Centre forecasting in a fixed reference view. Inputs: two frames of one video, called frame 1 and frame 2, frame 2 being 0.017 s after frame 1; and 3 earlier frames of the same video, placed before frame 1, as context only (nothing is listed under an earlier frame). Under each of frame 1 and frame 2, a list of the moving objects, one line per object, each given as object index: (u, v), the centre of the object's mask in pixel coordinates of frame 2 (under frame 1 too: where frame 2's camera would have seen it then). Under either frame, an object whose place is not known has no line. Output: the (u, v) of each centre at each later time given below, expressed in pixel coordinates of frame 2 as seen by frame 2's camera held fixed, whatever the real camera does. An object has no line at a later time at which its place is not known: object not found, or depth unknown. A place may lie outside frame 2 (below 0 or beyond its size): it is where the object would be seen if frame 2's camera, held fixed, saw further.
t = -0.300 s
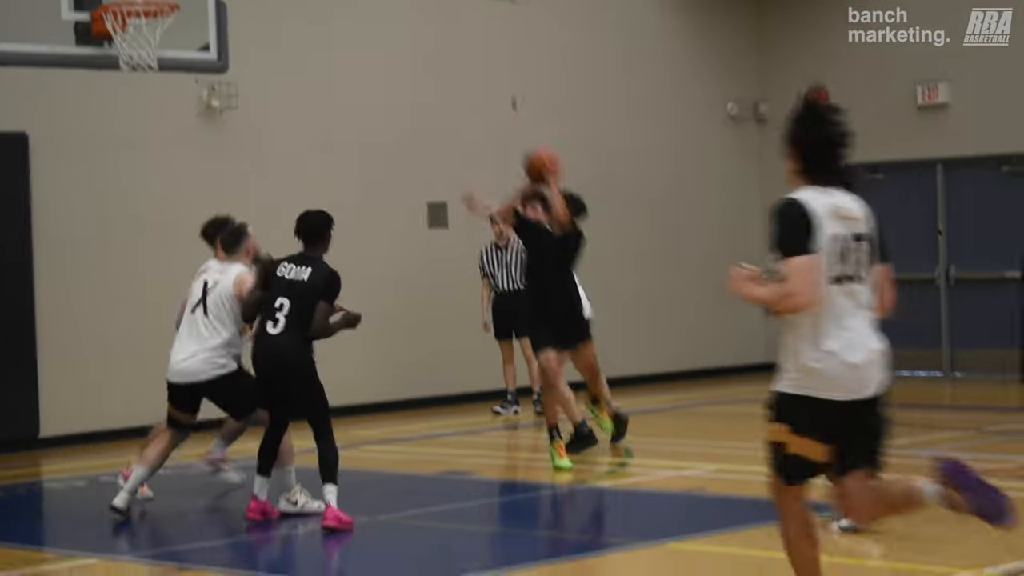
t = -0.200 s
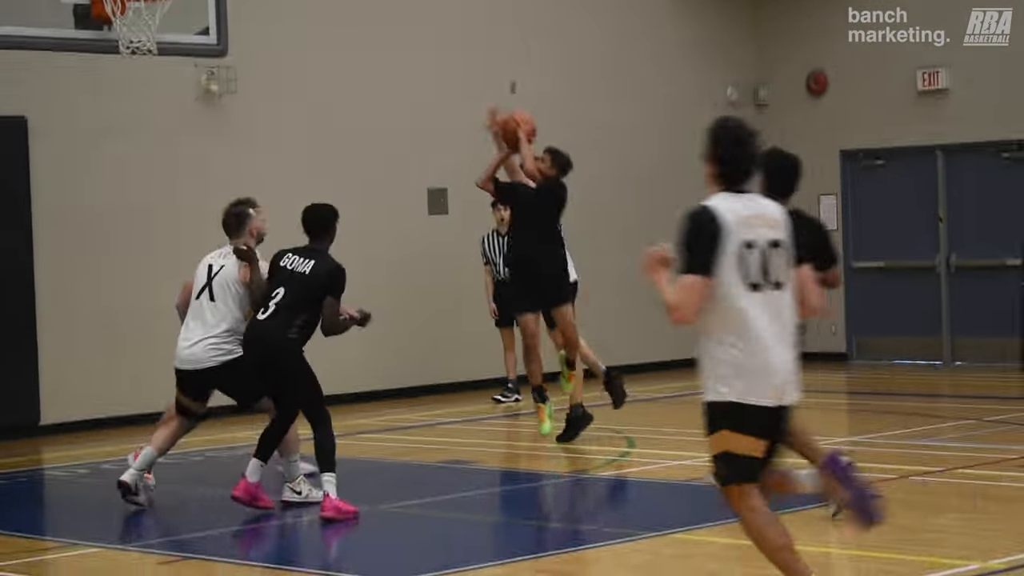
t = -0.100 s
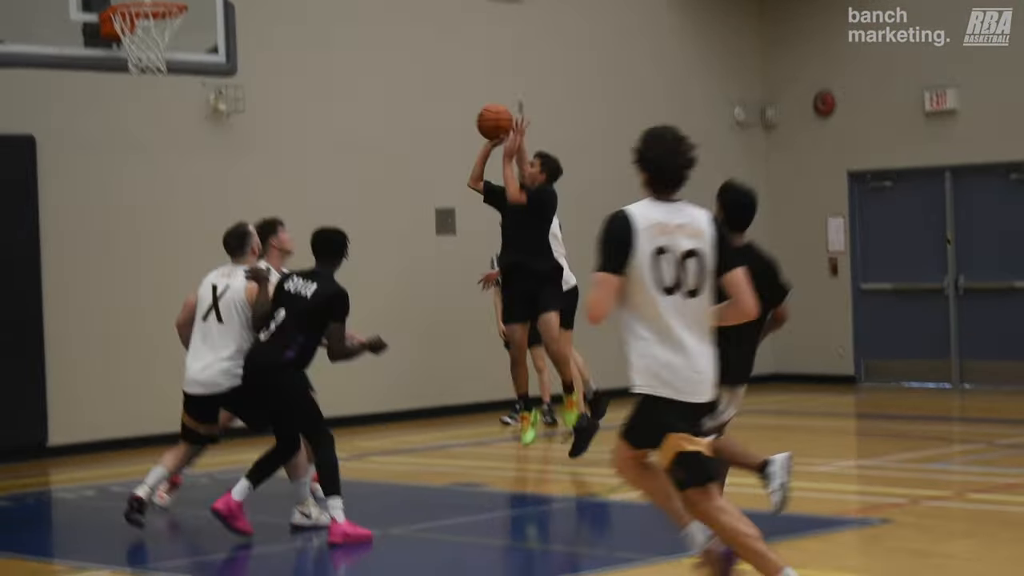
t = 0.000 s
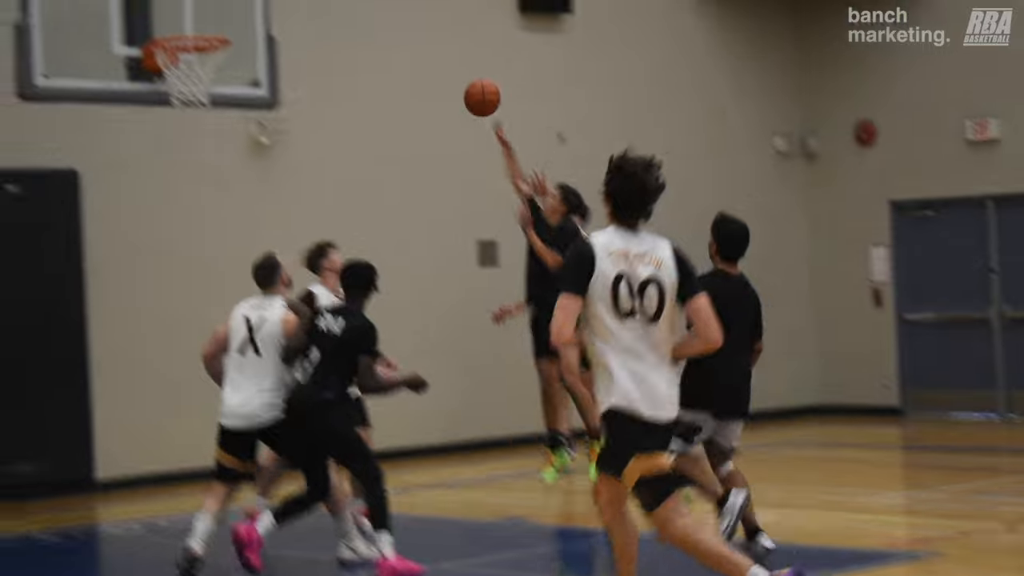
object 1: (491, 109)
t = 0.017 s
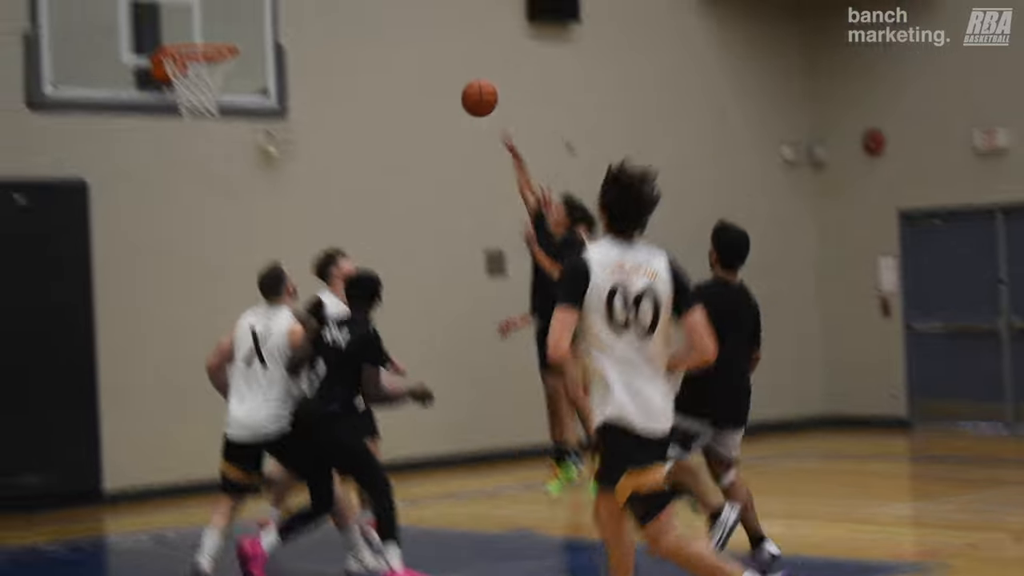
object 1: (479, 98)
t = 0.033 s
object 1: (468, 89)
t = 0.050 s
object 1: (457, 81)
